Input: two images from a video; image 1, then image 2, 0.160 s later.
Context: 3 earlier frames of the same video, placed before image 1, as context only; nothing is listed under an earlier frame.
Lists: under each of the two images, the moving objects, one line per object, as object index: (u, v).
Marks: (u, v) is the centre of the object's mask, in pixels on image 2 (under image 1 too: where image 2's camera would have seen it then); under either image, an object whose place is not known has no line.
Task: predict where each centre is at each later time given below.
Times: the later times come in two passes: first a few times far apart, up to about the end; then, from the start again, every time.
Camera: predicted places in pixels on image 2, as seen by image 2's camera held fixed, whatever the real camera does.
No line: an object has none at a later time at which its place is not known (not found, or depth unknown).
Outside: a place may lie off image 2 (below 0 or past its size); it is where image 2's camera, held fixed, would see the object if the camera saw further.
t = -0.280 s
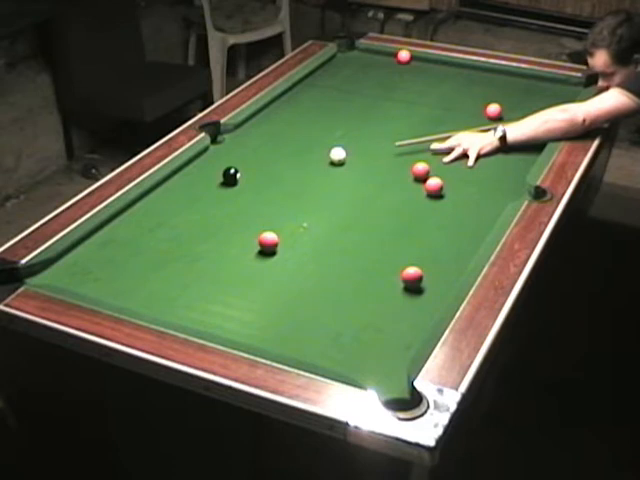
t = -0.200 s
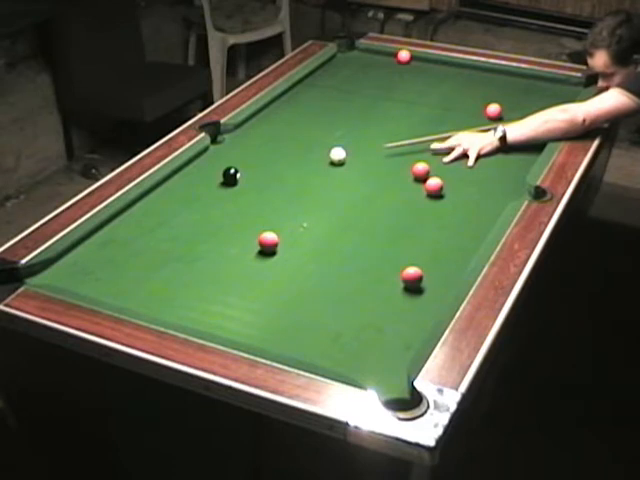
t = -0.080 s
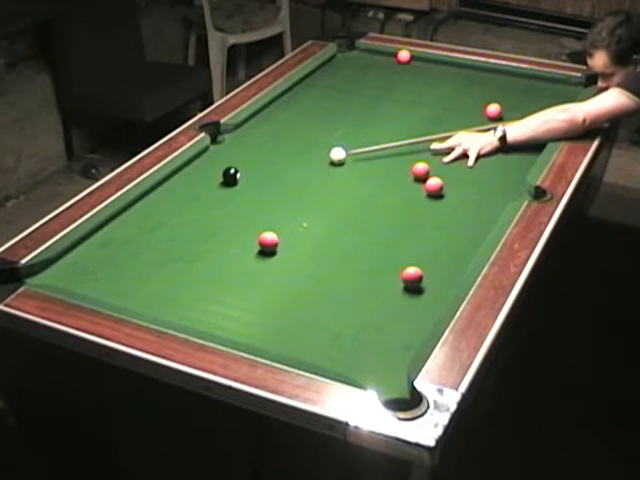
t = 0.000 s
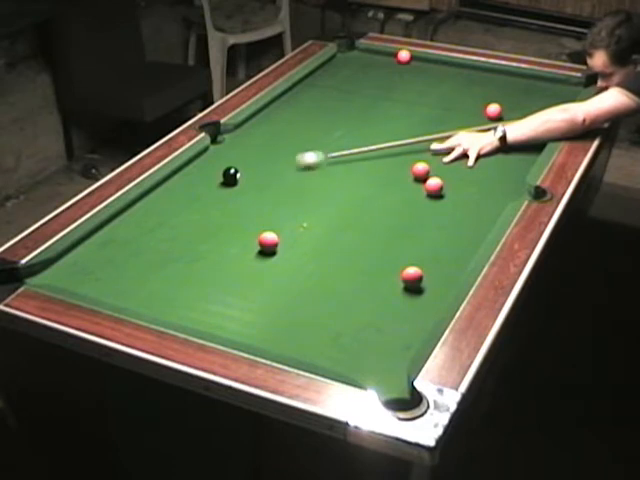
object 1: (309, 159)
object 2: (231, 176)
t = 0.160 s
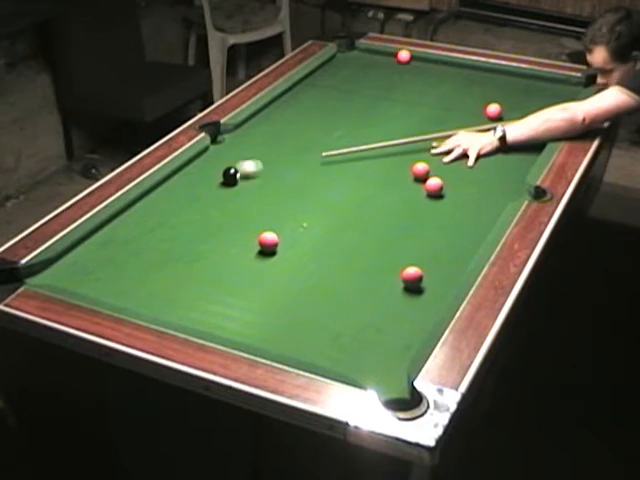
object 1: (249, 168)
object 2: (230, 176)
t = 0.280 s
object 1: (224, 165)
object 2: (214, 183)
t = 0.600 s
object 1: (218, 164)
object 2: (168, 206)
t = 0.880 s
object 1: (253, 172)
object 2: (128, 225)
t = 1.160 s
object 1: (287, 179)
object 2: (88, 246)
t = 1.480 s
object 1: (323, 186)
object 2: (59, 266)
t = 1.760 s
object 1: (353, 192)
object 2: (45, 277)
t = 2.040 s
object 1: (381, 198)
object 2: (44, 273)
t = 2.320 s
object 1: (406, 203)
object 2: (46, 272)
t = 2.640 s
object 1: (432, 208)
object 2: (50, 272)
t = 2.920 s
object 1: (452, 211)
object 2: (52, 272)
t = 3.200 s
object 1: (469, 214)
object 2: (51, 272)
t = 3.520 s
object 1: (485, 217)
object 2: (51, 271)
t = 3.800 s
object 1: (487, 217)
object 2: (51, 271)
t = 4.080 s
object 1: (482, 216)
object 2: (51, 271)
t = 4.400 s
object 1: (480, 215)
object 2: (51, 271)
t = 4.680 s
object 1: (480, 215)
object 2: (51, 270)
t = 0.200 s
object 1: (239, 167)
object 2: (225, 179)
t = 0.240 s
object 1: (232, 166)
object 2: (218, 182)
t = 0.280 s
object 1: (224, 165)
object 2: (214, 183)
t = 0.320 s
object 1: (217, 164)
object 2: (208, 187)
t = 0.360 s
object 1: (209, 162)
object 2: (202, 190)
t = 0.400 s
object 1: (203, 161)
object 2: (196, 193)
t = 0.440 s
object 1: (198, 160)
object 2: (190, 196)
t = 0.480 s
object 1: (202, 161)
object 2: (185, 198)
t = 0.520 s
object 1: (208, 162)
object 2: (179, 201)
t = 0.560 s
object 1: (213, 163)
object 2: (174, 204)
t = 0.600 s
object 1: (218, 164)
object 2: (168, 206)
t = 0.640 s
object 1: (223, 165)
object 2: (162, 209)
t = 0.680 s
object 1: (228, 166)
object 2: (156, 212)
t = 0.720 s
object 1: (233, 167)
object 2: (150, 215)
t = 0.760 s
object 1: (238, 168)
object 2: (145, 217)
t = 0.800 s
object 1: (243, 170)
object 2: (139, 219)
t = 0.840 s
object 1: (248, 170)
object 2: (133, 223)
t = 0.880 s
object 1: (253, 172)
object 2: (128, 225)
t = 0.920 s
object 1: (258, 172)
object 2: (122, 228)
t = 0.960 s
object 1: (263, 173)
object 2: (116, 231)
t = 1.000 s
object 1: (268, 174)
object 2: (111, 233)
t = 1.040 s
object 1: (272, 176)
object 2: (105, 237)
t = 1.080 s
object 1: (277, 176)
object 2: (100, 240)
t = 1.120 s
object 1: (282, 177)
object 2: (94, 242)
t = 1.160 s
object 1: (287, 179)
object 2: (88, 246)
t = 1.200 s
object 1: (291, 179)
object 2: (81, 249)
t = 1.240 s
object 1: (296, 180)
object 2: (75, 251)
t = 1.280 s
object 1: (301, 181)
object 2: (72, 254)
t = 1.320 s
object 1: (305, 182)
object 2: (69, 257)
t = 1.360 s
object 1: (310, 183)
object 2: (68, 259)
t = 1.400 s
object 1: (314, 184)
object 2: (65, 262)
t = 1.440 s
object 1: (319, 185)
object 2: (62, 265)
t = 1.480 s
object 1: (323, 186)
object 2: (59, 266)
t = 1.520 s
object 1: (328, 187)
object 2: (57, 268)
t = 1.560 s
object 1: (332, 188)
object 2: (55, 271)
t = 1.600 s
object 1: (336, 189)
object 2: (53, 273)
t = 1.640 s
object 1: (340, 189)
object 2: (50, 274)
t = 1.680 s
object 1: (345, 190)
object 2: (48, 275)
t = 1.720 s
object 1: (349, 191)
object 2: (46, 277)
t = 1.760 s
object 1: (353, 192)
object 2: (45, 277)
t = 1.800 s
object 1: (357, 193)
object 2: (45, 276)
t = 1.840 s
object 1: (361, 194)
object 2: (45, 276)
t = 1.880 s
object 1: (365, 195)
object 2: (45, 275)
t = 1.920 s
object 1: (369, 196)
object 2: (45, 274)
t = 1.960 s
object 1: (373, 196)
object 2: (45, 274)
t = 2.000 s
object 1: (377, 197)
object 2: (45, 274)
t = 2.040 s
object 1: (381, 198)
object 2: (44, 273)
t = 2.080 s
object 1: (385, 199)
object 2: (44, 272)
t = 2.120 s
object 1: (388, 200)
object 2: (44, 272)
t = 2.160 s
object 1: (392, 200)
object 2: (43, 272)
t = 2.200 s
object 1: (396, 201)
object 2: (42, 271)
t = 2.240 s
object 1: (399, 201)
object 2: (44, 272)
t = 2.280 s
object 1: (403, 202)
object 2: (45, 272)
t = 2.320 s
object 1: (406, 203)
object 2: (46, 272)
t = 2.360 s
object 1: (410, 203)
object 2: (47, 272)
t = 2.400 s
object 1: (413, 204)
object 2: (47, 272)
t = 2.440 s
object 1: (416, 205)
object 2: (48, 272)
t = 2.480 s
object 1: (419, 206)
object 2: (48, 272)
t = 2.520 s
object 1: (423, 206)
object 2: (49, 272)
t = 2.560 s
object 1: (426, 207)
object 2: (50, 272)
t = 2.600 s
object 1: (429, 207)
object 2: (50, 272)
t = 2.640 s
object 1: (432, 208)
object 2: (50, 272)
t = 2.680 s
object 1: (435, 209)
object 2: (51, 272)
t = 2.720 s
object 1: (438, 209)
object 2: (51, 272)
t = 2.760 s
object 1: (441, 209)
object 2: (51, 272)
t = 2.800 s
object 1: (444, 210)
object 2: (51, 272)
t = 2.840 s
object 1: (447, 210)
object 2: (51, 272)
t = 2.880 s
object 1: (450, 211)
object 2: (51, 272)
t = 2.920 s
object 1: (452, 211)
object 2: (52, 272)
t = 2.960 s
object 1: (455, 212)
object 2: (52, 272)
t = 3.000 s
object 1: (457, 212)
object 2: (51, 272)
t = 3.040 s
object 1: (460, 212)
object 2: (52, 272)
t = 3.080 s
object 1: (462, 213)
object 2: (52, 271)
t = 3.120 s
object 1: (465, 214)
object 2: (52, 272)
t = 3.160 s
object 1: (467, 214)
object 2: (51, 272)
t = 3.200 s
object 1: (469, 214)
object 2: (51, 272)
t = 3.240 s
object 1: (471, 214)
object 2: (51, 271)
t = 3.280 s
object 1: (474, 215)
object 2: (51, 272)
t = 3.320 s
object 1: (476, 215)
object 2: (51, 272)
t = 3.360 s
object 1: (478, 216)
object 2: (51, 272)
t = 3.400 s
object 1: (480, 216)
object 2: (51, 272)
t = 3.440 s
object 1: (482, 216)
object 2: (51, 271)
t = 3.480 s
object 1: (484, 217)
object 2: (51, 271)
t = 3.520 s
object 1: (485, 217)
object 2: (51, 271)
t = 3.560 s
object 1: (487, 217)
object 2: (51, 271)
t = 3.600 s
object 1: (488, 217)
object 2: (52, 272)
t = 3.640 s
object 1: (490, 217)
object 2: (51, 271)
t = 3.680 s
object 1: (489, 217)
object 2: (52, 272)
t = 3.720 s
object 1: (488, 217)
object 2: (51, 271)
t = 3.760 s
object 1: (488, 217)
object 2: (51, 271)
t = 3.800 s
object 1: (487, 217)
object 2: (51, 271)
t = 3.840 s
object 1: (486, 217)
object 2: (51, 271)
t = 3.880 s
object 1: (485, 217)
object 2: (52, 272)
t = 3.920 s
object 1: (485, 217)
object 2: (51, 271)
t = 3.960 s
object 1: (484, 216)
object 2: (51, 271)
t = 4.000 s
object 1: (483, 216)
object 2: (51, 271)
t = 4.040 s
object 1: (483, 216)
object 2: (51, 271)
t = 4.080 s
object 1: (482, 216)
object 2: (51, 271)
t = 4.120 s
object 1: (482, 216)
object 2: (51, 271)
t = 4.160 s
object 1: (481, 216)
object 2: (51, 271)
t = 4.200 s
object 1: (481, 215)
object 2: (51, 271)
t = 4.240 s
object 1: (481, 215)
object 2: (51, 271)
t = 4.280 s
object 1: (480, 215)
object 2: (51, 271)
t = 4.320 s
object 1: (480, 215)
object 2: (51, 271)
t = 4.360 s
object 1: (480, 215)
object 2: (51, 271)
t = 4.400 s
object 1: (480, 215)
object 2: (51, 271)
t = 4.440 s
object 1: (480, 215)
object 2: (52, 271)
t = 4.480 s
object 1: (480, 215)
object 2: (51, 271)
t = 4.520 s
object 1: (480, 215)
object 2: (51, 271)
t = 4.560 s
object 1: (480, 215)
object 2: (51, 271)
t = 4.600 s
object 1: (480, 215)
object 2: (51, 270)
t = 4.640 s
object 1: (480, 215)
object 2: (51, 270)
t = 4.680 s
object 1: (480, 215)
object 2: (51, 270)
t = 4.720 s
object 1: (480, 215)
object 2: (51, 270)
